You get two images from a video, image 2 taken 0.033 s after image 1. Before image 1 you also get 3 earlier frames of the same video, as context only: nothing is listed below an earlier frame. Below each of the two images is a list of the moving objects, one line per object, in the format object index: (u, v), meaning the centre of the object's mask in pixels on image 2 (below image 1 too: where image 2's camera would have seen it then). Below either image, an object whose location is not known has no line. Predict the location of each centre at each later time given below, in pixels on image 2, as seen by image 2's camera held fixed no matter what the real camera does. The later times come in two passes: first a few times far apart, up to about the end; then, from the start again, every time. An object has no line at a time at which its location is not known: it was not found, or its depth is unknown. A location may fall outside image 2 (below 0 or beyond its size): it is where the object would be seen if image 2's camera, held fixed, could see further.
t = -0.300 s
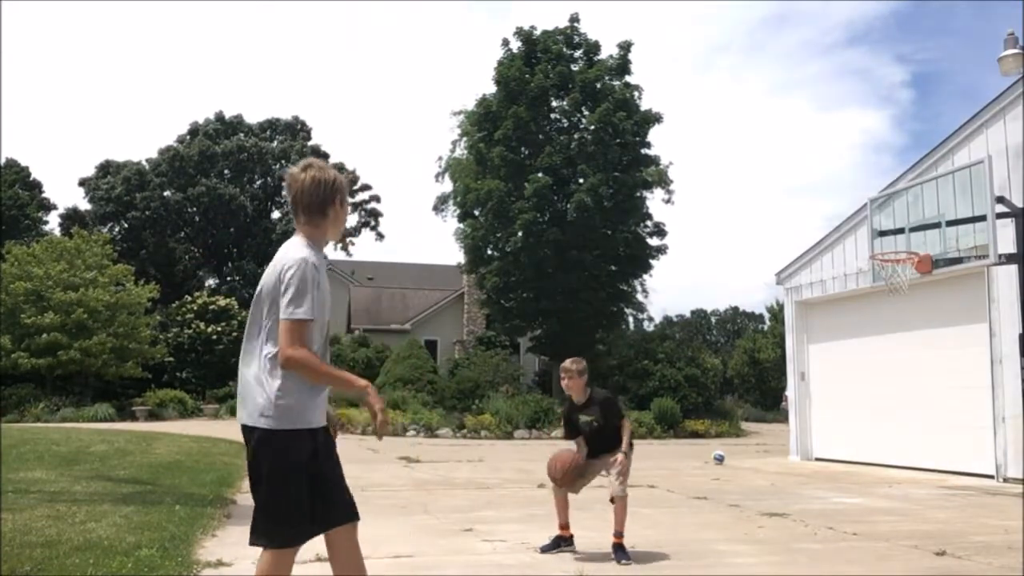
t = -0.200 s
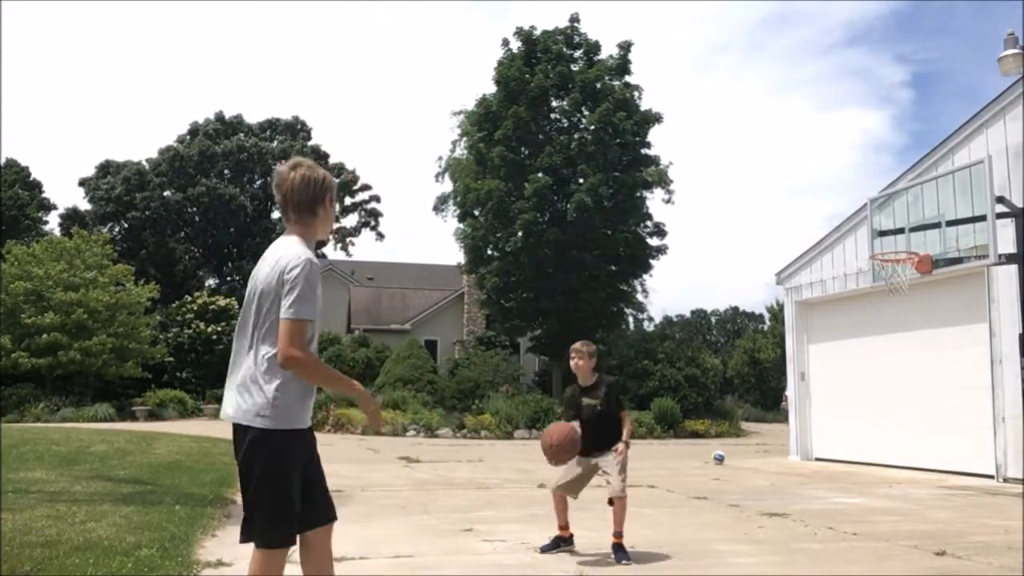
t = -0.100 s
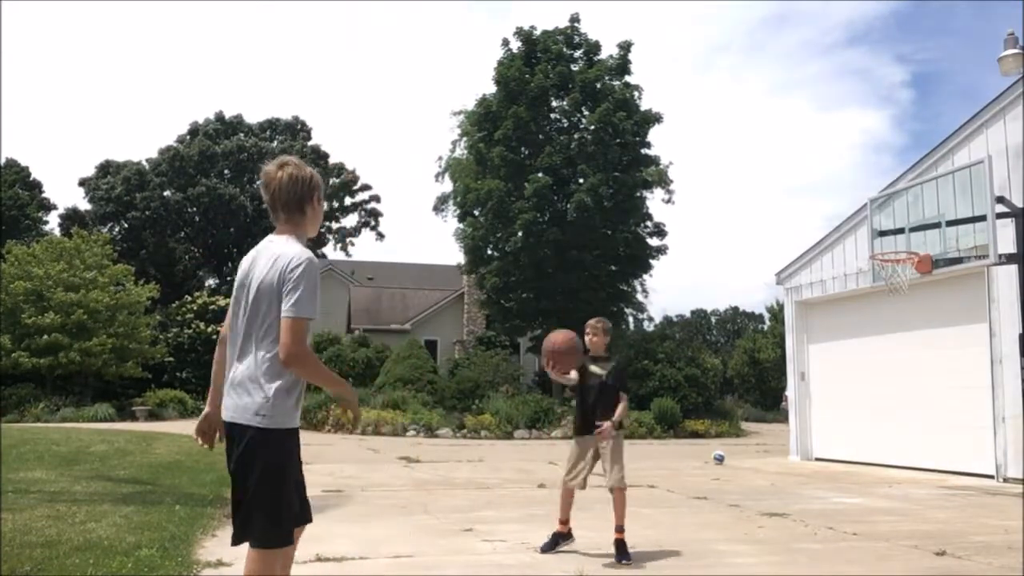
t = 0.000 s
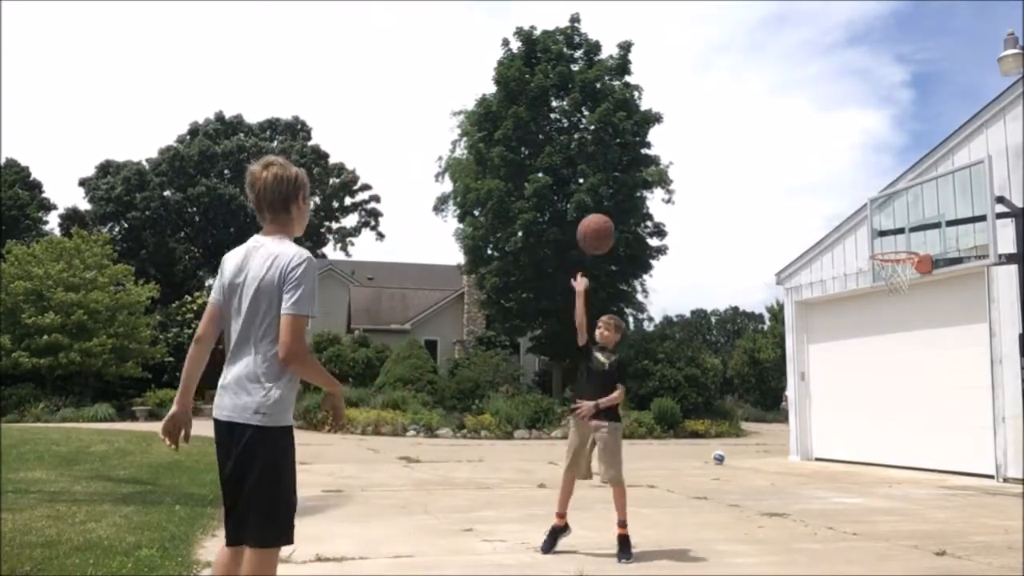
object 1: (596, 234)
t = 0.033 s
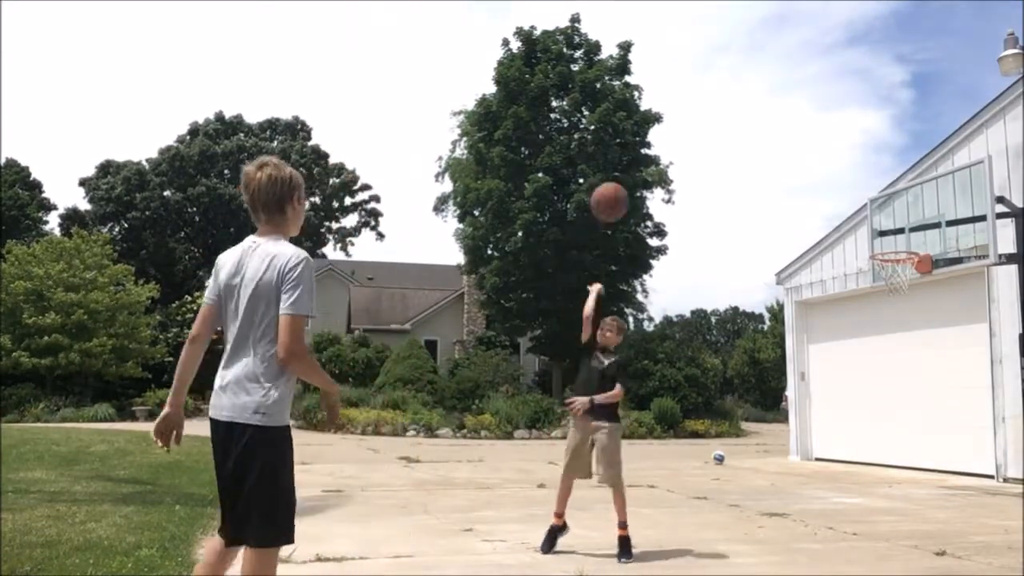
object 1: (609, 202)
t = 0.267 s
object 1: (687, 61)
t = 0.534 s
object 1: (753, 17)
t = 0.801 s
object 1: (805, 52)
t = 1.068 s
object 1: (849, 144)
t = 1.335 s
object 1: (893, 272)
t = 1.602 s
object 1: (908, 276)
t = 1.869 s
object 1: (887, 320)
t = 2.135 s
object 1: (866, 425)
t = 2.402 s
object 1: (842, 421)
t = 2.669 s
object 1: (816, 364)
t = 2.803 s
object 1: (805, 361)
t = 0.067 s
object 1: (621, 174)
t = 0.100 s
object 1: (634, 149)
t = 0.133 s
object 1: (646, 127)
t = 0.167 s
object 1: (657, 107)
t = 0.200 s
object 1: (668, 90)
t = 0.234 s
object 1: (678, 74)
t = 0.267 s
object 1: (687, 61)
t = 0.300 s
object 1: (697, 50)
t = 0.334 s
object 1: (705, 41)
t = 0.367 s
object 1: (714, 33)
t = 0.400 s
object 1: (722, 27)
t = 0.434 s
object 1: (730, 22)
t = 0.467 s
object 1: (738, 19)
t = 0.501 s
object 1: (746, 17)
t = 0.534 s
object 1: (753, 17)
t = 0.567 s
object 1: (760, 17)
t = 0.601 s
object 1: (767, 19)
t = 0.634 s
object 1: (774, 22)
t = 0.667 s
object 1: (780, 26)
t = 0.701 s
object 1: (786, 31)
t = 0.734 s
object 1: (793, 37)
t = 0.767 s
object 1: (799, 43)
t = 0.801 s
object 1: (805, 52)
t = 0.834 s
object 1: (811, 60)
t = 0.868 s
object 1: (816, 70)
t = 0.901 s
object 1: (822, 80)
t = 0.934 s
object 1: (827, 91)
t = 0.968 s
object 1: (833, 103)
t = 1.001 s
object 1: (838, 116)
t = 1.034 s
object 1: (843, 130)
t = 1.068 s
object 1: (849, 144)
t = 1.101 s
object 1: (854, 159)
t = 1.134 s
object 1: (859, 174)
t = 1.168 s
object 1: (864, 190)
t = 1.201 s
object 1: (869, 207)
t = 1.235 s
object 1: (874, 225)
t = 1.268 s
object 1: (879, 243)
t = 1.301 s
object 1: (885, 258)
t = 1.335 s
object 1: (893, 272)
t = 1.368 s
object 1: (897, 275)
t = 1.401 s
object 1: (902, 277)
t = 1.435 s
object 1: (905, 273)
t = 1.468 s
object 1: (907, 271)
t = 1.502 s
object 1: (907, 271)
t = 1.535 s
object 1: (908, 272)
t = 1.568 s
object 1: (908, 273)
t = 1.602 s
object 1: (908, 276)
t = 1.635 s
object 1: (907, 280)
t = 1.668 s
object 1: (904, 284)
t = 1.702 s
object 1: (902, 288)
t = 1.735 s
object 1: (899, 293)
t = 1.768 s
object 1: (896, 299)
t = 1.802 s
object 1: (893, 304)
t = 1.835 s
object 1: (890, 312)
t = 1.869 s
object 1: (887, 320)
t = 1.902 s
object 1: (884, 330)
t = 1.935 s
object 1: (881, 340)
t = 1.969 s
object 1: (879, 352)
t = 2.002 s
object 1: (876, 364)
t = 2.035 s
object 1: (874, 378)
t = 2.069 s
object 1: (871, 393)
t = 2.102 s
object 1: (869, 408)
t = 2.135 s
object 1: (866, 425)
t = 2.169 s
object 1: (864, 442)
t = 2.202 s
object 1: (862, 462)
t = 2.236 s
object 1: (859, 482)
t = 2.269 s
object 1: (856, 478)
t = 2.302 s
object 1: (853, 461)
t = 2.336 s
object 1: (849, 447)
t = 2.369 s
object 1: (845, 433)
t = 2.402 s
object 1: (842, 421)
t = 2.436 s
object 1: (839, 410)
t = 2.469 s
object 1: (835, 400)
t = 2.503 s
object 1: (832, 391)
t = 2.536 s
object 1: (829, 383)
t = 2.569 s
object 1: (825, 377)
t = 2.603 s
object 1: (822, 371)
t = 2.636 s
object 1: (819, 367)
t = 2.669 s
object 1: (816, 364)
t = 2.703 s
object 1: (813, 362)
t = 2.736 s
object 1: (811, 361)
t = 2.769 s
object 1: (808, 361)
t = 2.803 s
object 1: (805, 361)
